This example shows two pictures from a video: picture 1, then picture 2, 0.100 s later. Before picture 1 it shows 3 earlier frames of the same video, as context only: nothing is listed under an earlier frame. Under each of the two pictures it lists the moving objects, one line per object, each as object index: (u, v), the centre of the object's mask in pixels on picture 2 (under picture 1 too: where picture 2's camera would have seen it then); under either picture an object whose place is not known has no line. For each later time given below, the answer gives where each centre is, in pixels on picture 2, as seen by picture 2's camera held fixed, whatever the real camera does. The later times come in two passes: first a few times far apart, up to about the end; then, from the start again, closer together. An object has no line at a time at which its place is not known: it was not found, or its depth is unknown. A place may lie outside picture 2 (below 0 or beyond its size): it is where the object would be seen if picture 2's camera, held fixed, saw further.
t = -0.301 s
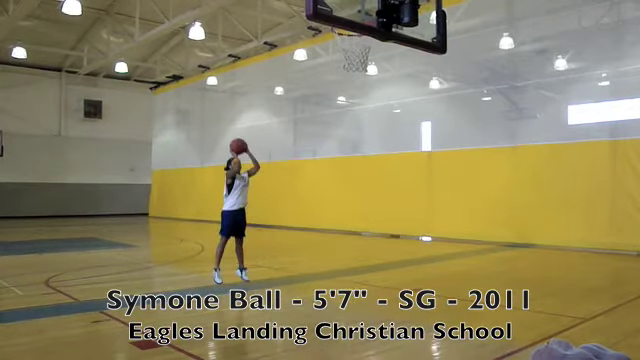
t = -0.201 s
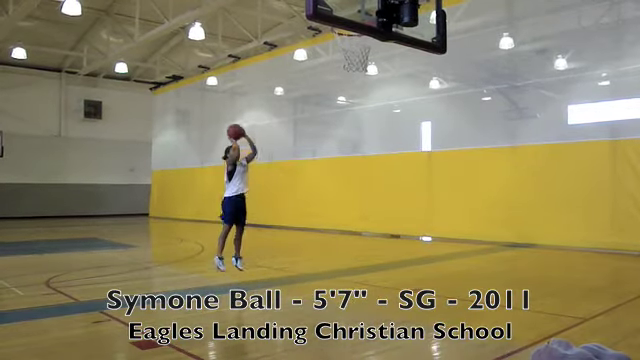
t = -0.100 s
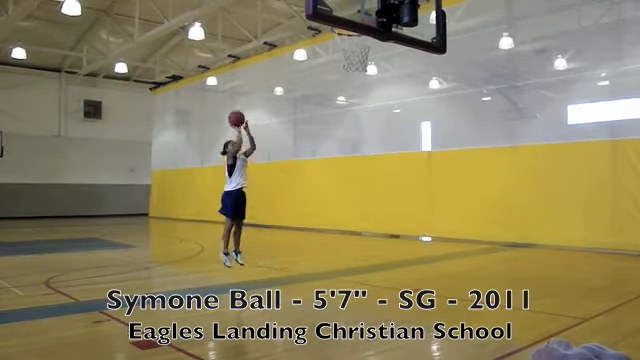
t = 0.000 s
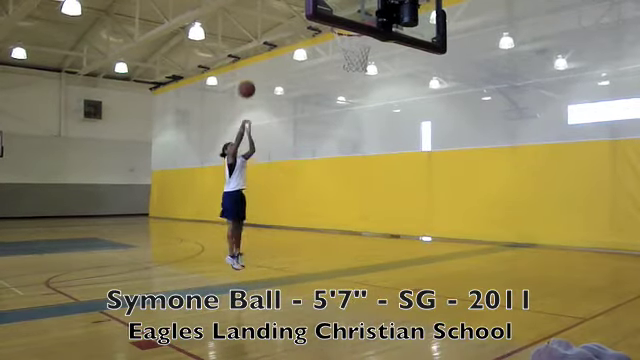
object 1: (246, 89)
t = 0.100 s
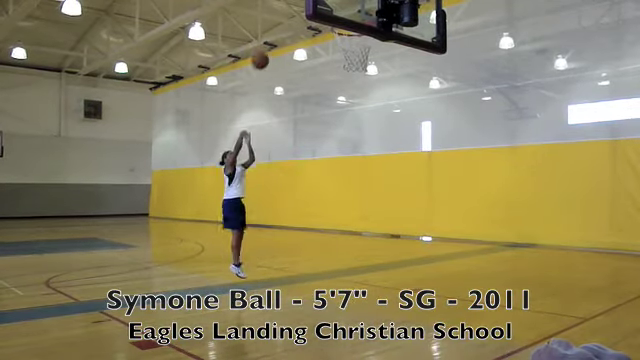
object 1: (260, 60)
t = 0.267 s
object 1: (284, 25)
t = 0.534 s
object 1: (332, 7)
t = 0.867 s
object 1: (364, 64)
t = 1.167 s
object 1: (357, 166)
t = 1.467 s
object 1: (347, 284)
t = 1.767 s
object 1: (321, 195)
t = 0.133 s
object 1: (264, 53)
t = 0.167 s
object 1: (269, 44)
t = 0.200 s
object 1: (273, 38)
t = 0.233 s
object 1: (279, 31)
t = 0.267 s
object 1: (284, 25)
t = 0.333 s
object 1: (294, 16)
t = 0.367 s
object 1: (297, 13)
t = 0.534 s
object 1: (332, 7)
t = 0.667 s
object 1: (353, 34)
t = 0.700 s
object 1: (360, 37)
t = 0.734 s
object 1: (365, 42)
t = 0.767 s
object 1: (366, 48)
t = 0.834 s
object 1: (365, 57)
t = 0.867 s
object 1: (364, 64)
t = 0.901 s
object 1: (363, 71)
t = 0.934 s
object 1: (363, 79)
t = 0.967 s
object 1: (362, 89)
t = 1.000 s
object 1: (361, 99)
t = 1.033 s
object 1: (360, 111)
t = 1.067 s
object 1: (359, 123)
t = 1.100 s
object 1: (358, 137)
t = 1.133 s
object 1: (358, 151)
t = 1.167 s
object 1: (357, 166)
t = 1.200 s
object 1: (356, 183)
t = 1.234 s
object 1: (355, 200)
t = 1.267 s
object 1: (354, 219)
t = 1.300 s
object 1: (354, 238)
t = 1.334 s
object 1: (353, 258)
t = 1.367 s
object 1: (353, 279)
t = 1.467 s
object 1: (347, 284)
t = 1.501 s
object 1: (344, 274)
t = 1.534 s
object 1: (341, 260)
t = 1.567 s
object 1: (338, 247)
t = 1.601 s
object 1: (335, 236)
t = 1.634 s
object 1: (332, 226)
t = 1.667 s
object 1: (329, 216)
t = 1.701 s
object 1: (327, 208)
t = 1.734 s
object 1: (324, 201)
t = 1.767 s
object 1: (321, 195)
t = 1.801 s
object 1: (318, 190)
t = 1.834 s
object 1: (315, 186)
